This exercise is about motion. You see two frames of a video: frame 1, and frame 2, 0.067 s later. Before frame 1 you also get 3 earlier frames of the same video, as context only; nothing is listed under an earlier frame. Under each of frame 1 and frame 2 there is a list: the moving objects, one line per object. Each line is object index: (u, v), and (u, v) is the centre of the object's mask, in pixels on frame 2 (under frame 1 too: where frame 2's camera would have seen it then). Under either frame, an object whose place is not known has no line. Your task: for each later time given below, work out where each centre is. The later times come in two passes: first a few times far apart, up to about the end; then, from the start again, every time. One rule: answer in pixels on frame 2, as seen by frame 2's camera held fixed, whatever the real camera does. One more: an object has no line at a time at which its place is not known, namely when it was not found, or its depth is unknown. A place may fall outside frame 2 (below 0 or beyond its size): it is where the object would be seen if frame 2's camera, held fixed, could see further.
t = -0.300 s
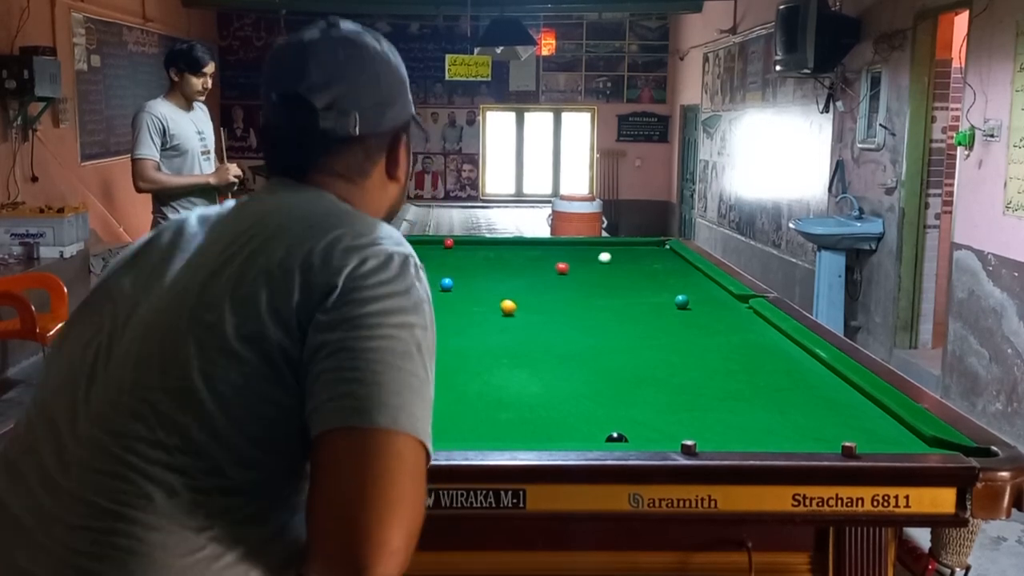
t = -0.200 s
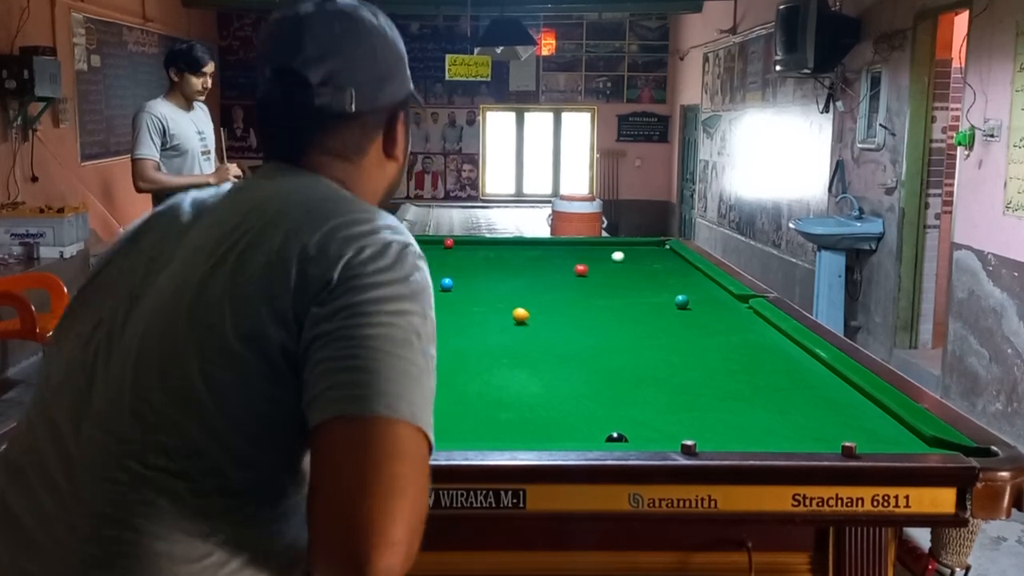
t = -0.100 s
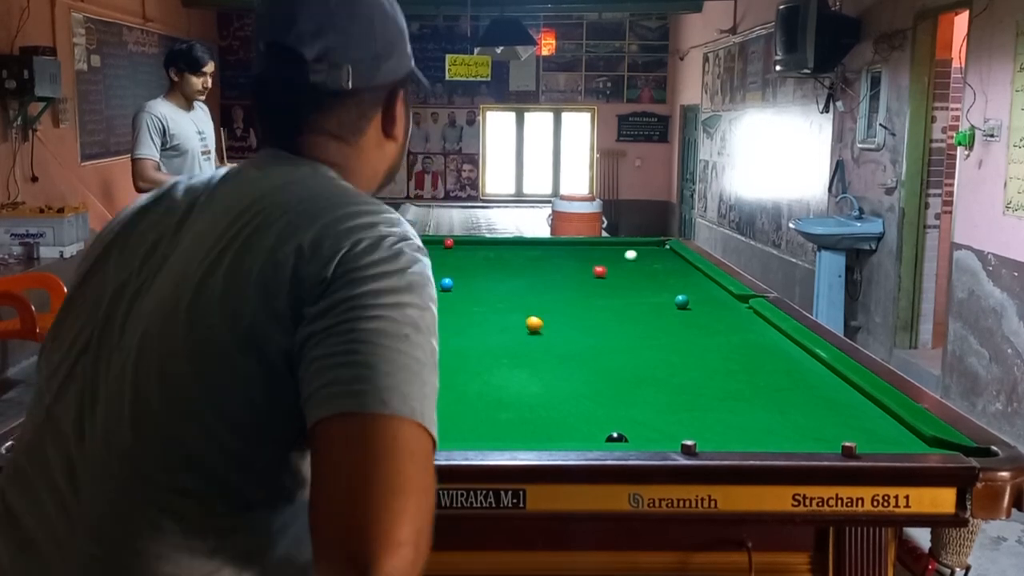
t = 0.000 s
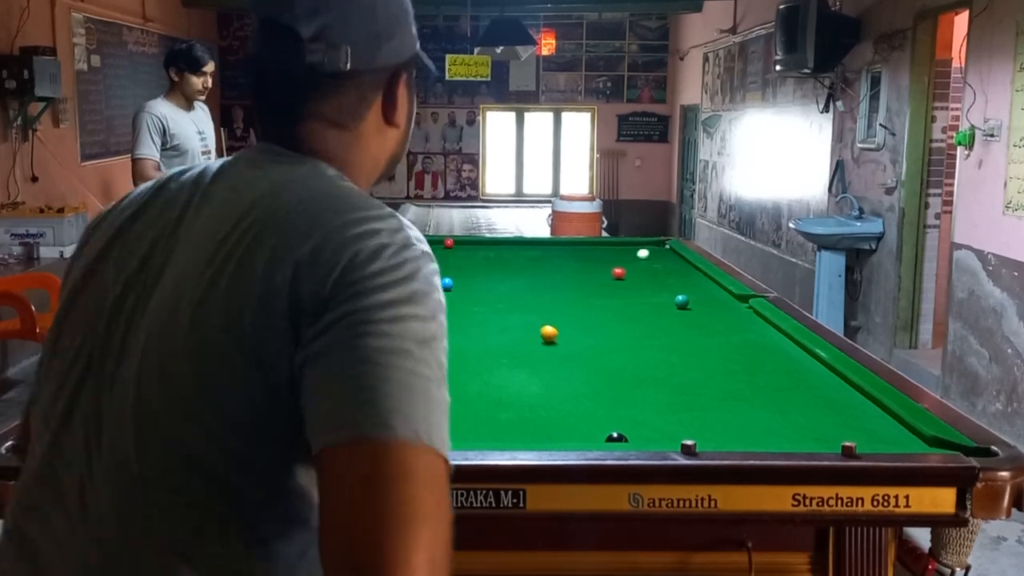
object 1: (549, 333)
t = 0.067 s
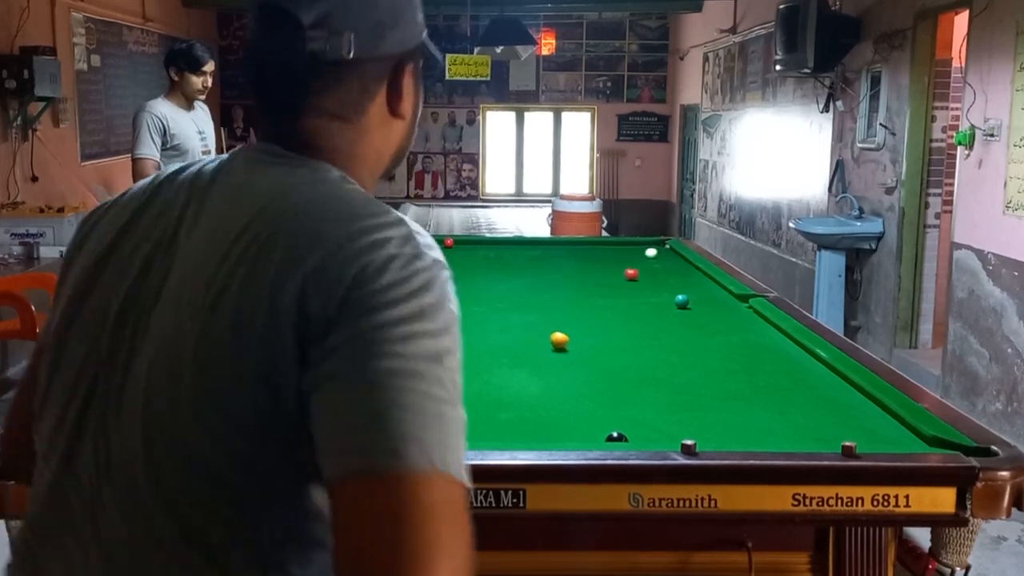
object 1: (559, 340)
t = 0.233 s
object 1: (588, 360)
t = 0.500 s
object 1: (645, 397)
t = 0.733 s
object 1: (710, 436)
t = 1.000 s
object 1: (719, 411)
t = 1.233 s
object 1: (721, 386)
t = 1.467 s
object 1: (724, 366)
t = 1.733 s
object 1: (726, 346)
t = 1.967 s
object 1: (728, 332)
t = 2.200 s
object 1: (731, 320)
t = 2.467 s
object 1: (733, 308)
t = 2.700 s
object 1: (734, 300)
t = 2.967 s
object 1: (716, 295)
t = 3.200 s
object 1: (688, 292)
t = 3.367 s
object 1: (670, 292)
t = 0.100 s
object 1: (564, 344)
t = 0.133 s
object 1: (570, 347)
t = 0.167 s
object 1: (576, 352)
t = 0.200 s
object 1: (582, 355)
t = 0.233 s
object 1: (588, 360)
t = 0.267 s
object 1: (594, 364)
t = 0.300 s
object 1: (601, 368)
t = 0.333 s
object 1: (608, 372)
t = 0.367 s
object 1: (615, 377)
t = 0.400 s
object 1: (622, 382)
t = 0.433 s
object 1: (630, 387)
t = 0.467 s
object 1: (638, 392)
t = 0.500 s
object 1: (645, 397)
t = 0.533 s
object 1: (654, 402)
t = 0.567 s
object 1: (662, 409)
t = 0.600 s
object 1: (671, 414)
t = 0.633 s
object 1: (680, 421)
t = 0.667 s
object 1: (690, 427)
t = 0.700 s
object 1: (700, 432)
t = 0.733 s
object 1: (710, 436)
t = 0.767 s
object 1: (717, 437)
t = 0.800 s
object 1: (717, 434)
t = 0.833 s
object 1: (717, 431)
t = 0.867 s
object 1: (717, 428)
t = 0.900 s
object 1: (718, 424)
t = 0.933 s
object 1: (718, 420)
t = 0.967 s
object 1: (718, 415)
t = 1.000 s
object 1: (719, 411)
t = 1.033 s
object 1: (719, 407)
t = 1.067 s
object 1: (719, 404)
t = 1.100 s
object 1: (720, 400)
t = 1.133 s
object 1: (720, 396)
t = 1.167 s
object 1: (721, 393)
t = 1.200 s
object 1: (721, 389)
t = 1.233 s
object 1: (721, 386)
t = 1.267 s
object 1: (721, 383)
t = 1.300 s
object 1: (722, 380)
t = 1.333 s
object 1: (722, 377)
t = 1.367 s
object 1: (723, 374)
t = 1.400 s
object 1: (723, 371)
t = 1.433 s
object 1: (723, 368)
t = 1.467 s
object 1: (724, 366)
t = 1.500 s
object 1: (724, 363)
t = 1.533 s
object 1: (724, 360)
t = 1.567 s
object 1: (724, 358)
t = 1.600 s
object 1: (725, 355)
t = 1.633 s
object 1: (725, 353)
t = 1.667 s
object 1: (726, 351)
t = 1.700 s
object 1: (726, 349)
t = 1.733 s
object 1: (726, 346)
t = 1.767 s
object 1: (726, 344)
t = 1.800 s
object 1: (726, 342)
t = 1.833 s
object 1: (727, 340)
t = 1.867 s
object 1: (727, 338)
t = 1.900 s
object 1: (728, 336)
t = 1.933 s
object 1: (728, 334)
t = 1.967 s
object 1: (728, 332)
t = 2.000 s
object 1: (729, 331)
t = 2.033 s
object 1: (729, 329)
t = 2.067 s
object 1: (729, 327)
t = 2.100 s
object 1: (730, 325)
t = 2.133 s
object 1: (730, 324)
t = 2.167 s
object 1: (730, 322)
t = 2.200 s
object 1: (731, 320)
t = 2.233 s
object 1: (731, 319)
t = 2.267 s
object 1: (731, 317)
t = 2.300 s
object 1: (731, 316)
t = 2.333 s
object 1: (732, 314)
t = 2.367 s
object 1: (732, 313)
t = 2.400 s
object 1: (732, 311)
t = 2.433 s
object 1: (733, 310)
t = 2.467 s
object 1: (733, 308)
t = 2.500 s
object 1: (733, 307)
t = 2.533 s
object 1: (733, 306)
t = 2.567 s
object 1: (733, 304)
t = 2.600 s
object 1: (733, 304)
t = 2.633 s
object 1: (734, 302)
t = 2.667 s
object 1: (734, 301)
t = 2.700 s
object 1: (734, 300)
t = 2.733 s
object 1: (734, 299)
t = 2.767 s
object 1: (735, 298)
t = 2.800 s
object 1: (735, 297)
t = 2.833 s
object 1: (733, 296)
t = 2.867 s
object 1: (728, 295)
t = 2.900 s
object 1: (724, 295)
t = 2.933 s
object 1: (720, 295)
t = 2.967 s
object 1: (716, 295)
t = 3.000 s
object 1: (711, 295)
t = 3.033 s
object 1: (707, 294)
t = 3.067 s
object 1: (703, 294)
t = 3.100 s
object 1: (699, 294)
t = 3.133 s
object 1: (695, 294)
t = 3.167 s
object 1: (692, 293)
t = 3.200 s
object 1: (688, 292)
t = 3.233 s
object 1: (684, 291)
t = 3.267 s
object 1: (679, 291)
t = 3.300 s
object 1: (675, 291)
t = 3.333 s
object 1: (672, 292)
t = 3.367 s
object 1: (670, 292)
